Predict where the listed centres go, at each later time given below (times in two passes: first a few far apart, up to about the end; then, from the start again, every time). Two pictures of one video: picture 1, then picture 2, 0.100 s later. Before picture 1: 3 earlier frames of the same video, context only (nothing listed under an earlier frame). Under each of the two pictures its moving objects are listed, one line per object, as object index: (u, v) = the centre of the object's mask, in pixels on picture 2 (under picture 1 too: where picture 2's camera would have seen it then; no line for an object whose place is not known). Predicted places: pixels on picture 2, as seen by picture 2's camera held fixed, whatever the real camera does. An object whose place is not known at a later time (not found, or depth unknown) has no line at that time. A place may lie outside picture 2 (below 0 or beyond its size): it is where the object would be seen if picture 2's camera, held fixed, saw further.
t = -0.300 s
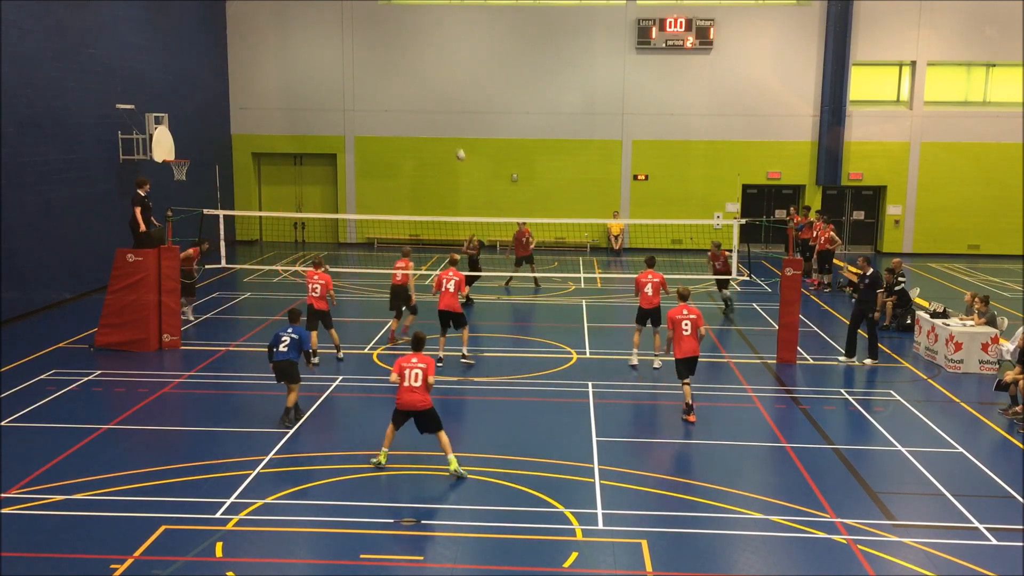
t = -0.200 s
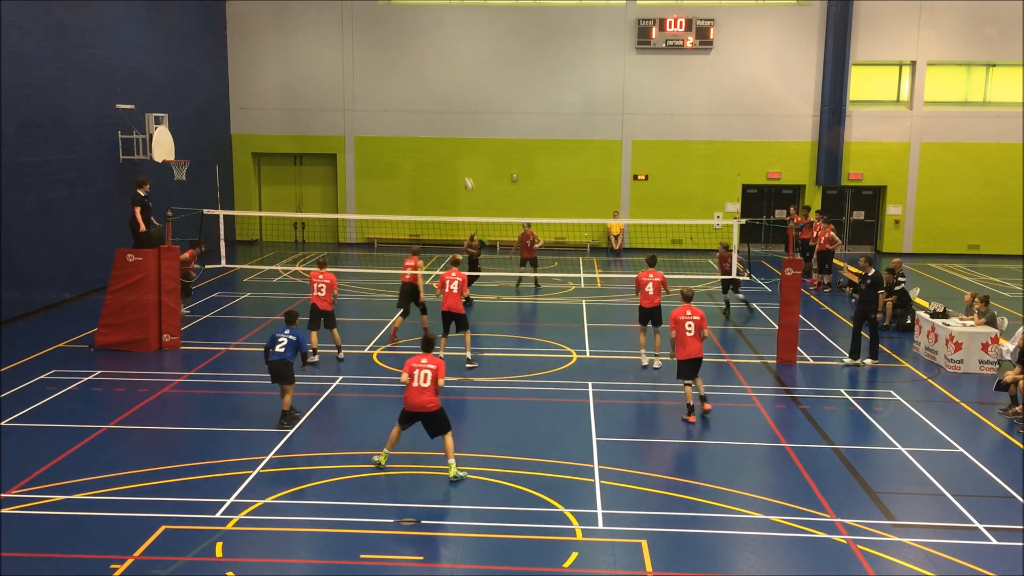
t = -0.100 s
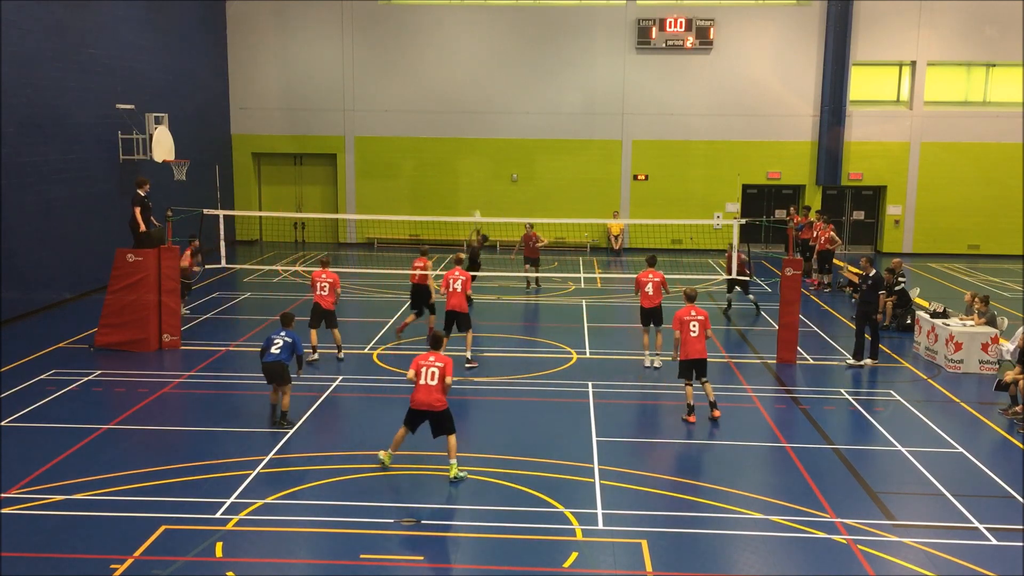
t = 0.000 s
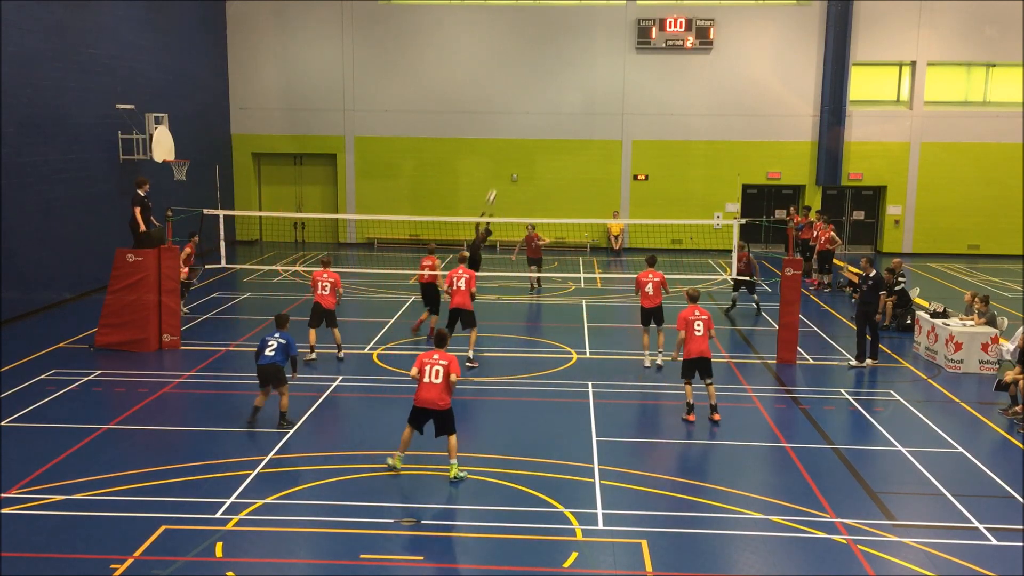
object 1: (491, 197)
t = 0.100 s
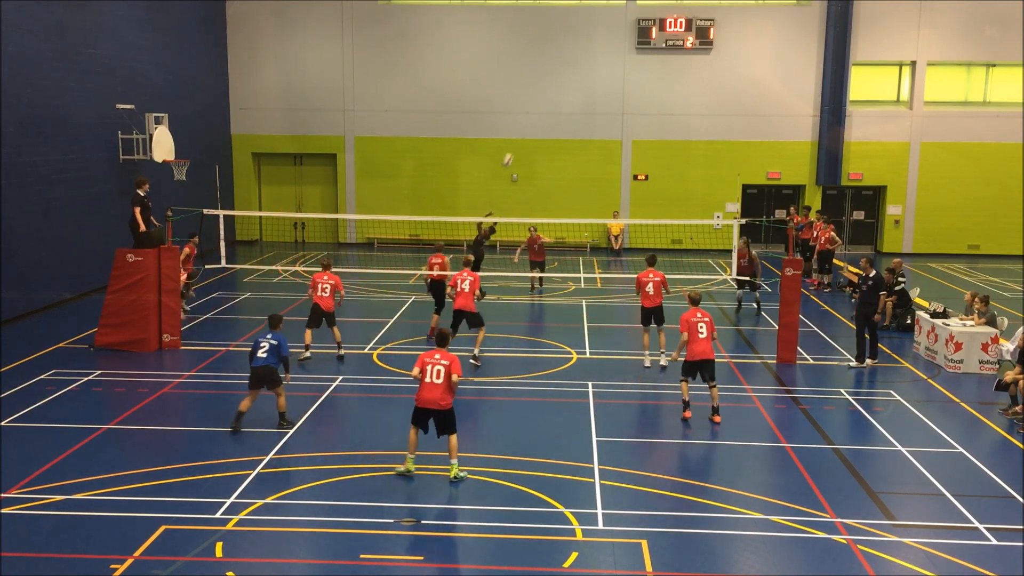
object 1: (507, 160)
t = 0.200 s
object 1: (524, 128)
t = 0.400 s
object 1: (556, 78)
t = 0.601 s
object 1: (589, 47)
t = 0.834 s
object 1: (628, 36)
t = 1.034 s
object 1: (661, 49)
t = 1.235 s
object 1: (692, 83)
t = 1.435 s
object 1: (720, 135)
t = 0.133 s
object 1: (513, 149)
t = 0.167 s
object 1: (518, 138)
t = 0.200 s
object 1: (524, 128)
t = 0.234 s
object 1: (529, 118)
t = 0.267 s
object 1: (534, 109)
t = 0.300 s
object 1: (539, 99)
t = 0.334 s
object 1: (545, 91)
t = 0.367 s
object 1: (550, 84)
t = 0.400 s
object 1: (556, 78)
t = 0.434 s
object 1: (561, 71)
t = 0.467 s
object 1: (567, 65)
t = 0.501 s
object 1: (573, 60)
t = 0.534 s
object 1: (578, 55)
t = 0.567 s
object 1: (583, 51)
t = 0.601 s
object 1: (589, 47)
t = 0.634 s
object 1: (595, 44)
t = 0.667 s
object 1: (600, 41)
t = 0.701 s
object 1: (606, 39)
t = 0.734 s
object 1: (612, 37)
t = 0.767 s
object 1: (617, 36)
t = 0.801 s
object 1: (623, 35)
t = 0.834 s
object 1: (628, 36)
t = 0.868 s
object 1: (633, 37)
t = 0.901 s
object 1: (639, 38)
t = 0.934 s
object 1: (644, 38)
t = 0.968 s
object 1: (650, 41)
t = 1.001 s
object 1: (655, 45)
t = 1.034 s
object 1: (661, 49)
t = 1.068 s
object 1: (666, 53)
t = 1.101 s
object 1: (671, 58)
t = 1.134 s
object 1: (676, 63)
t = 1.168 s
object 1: (681, 69)
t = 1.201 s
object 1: (687, 75)
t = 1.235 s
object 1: (692, 83)
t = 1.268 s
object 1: (696, 90)
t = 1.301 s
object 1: (701, 98)
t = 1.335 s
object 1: (707, 106)
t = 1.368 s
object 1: (711, 115)
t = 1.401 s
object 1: (716, 125)
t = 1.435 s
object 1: (720, 135)
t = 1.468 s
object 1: (725, 146)
